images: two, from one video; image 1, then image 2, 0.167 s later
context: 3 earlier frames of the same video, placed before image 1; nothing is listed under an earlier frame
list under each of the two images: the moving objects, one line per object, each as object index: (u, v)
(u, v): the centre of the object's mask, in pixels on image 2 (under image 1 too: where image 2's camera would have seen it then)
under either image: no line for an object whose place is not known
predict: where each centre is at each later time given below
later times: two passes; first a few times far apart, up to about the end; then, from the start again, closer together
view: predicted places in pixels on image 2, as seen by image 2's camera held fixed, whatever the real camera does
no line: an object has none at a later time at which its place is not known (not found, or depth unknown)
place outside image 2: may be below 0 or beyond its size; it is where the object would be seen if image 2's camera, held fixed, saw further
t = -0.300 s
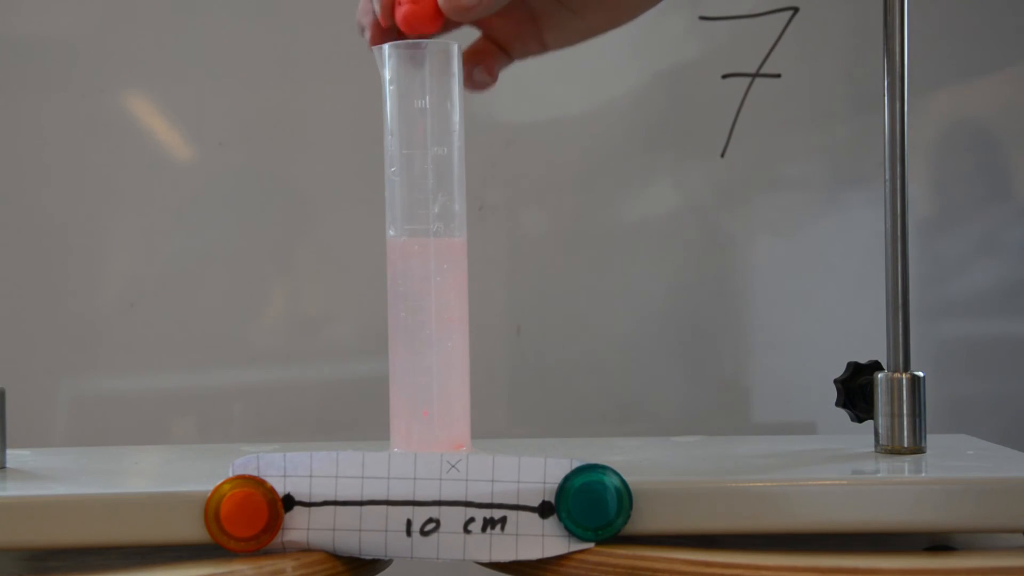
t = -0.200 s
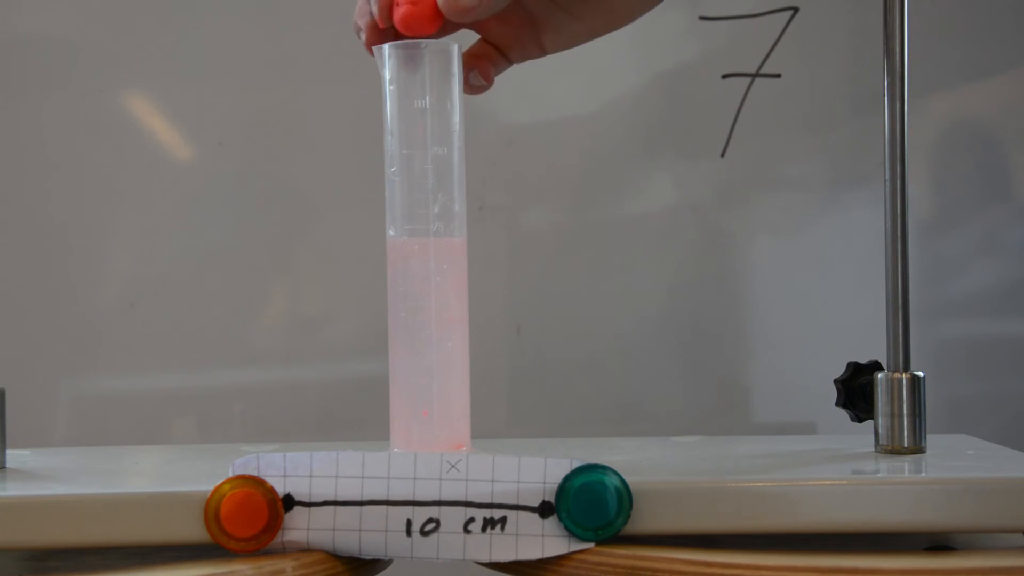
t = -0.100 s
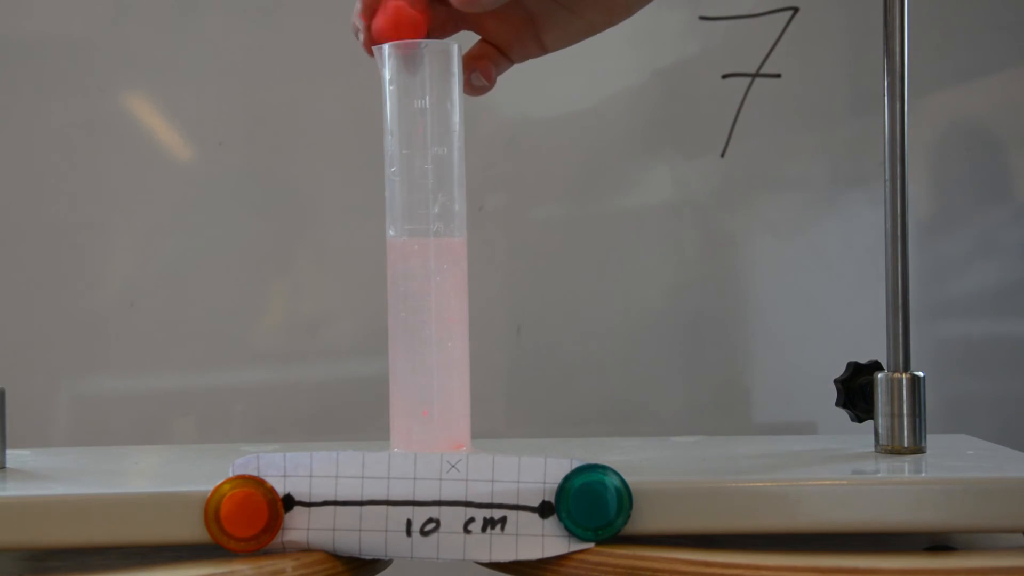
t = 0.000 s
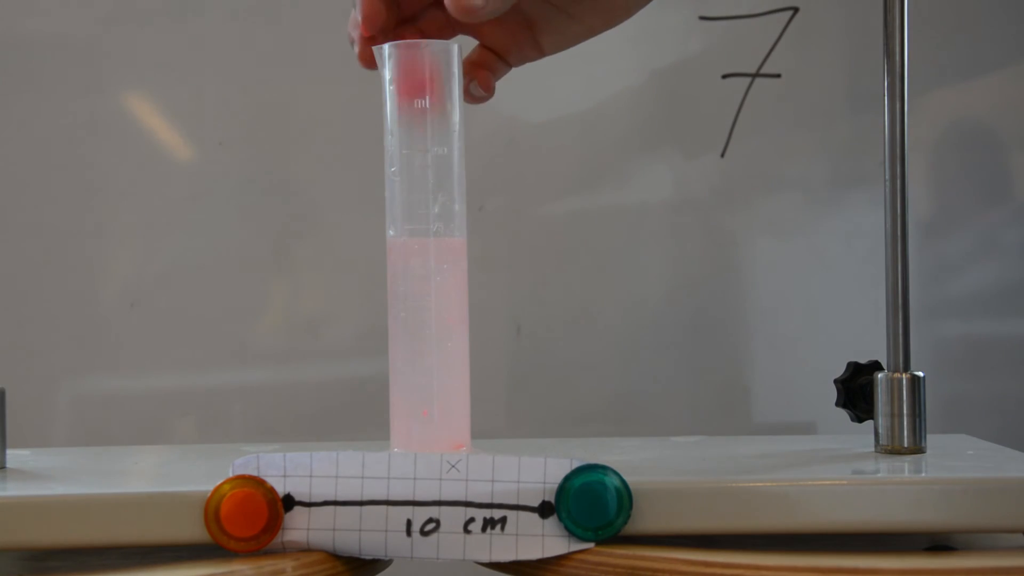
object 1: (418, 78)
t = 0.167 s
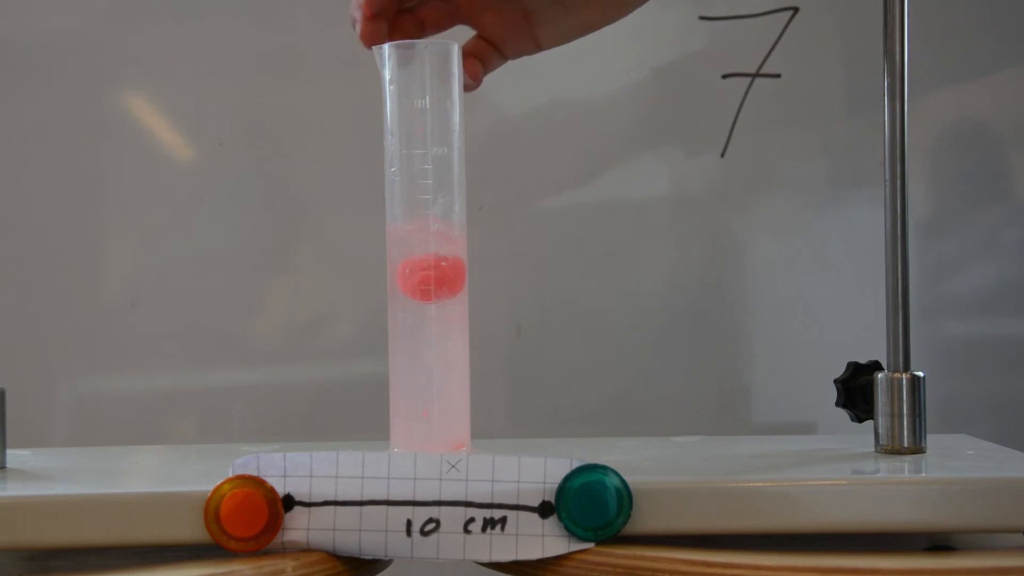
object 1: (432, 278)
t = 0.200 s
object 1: (431, 278)
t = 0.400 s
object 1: (431, 280)
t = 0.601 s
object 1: (431, 281)
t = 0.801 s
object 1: (431, 282)
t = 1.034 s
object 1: (430, 283)
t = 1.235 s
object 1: (430, 284)
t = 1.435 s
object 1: (430, 286)
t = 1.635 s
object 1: (430, 288)
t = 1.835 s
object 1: (430, 290)
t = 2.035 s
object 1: (430, 291)
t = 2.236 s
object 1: (429, 293)
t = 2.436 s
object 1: (429, 295)
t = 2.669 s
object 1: (429, 297)
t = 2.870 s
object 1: (428, 298)
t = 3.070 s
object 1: (428, 300)
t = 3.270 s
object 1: (428, 301)
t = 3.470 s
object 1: (427, 303)
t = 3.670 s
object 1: (427, 305)
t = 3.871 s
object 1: (426, 306)
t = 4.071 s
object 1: (426, 308)
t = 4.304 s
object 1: (425, 310)
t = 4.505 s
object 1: (425, 312)
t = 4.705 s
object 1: (424, 314)
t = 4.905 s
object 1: (424, 316)
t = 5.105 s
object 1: (423, 318)
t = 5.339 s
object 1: (423, 320)
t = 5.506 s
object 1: (423, 322)
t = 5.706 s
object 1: (422, 324)
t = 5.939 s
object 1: (422, 326)
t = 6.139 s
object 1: (421, 328)
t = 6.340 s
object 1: (420, 330)
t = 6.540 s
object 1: (420, 333)
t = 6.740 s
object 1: (420, 335)
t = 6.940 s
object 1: (419, 338)
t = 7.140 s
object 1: (419, 340)
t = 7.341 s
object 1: (419, 343)
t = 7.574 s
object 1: (419, 345)
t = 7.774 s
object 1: (418, 348)
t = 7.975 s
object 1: (418, 350)
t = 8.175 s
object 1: (419, 352)
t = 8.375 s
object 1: (418, 355)
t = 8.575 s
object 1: (419, 356)
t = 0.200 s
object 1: (431, 278)
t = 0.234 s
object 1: (431, 279)
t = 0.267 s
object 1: (431, 279)
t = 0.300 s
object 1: (431, 279)
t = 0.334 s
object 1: (431, 279)
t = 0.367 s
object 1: (431, 280)
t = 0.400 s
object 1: (431, 280)
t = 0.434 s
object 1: (431, 280)
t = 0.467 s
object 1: (430, 280)
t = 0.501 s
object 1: (430, 280)
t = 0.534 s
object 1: (431, 280)
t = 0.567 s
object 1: (431, 280)
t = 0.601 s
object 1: (431, 281)
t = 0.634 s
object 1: (431, 281)
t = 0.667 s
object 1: (431, 281)
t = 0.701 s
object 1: (431, 281)
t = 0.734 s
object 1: (431, 282)
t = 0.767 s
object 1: (431, 282)
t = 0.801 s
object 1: (431, 282)
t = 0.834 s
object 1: (430, 282)
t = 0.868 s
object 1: (431, 282)
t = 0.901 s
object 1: (431, 283)
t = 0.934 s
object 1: (431, 283)
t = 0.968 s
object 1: (431, 283)
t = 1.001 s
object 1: (431, 283)
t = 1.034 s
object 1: (430, 283)
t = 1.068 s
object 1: (431, 283)
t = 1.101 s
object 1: (431, 284)
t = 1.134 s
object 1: (431, 284)
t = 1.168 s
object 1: (431, 284)
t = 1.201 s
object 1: (430, 284)
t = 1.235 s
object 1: (430, 284)
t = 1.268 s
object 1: (430, 284)
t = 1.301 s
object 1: (430, 285)
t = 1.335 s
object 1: (430, 285)
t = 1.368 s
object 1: (430, 286)
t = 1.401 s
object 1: (430, 286)
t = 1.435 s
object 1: (430, 286)
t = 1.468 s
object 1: (430, 287)
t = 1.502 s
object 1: (430, 287)
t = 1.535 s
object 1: (430, 287)
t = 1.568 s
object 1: (430, 287)
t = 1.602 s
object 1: (430, 288)
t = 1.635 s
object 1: (430, 288)
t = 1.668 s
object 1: (429, 289)
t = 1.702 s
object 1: (430, 288)
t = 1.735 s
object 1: (430, 289)
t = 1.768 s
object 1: (430, 289)
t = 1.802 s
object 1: (430, 289)
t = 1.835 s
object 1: (430, 290)
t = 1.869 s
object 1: (430, 290)
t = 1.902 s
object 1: (430, 290)
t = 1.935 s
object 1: (430, 291)
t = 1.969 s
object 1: (430, 291)
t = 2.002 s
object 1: (430, 291)
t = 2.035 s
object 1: (430, 291)
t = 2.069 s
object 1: (430, 292)
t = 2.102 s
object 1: (430, 292)
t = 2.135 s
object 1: (430, 292)
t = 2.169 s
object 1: (429, 292)
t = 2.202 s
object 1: (429, 293)
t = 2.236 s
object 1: (429, 293)
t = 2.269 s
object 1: (429, 293)
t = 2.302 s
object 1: (429, 293)
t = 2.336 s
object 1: (429, 294)
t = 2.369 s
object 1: (429, 294)
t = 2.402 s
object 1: (429, 294)
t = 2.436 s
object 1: (429, 295)
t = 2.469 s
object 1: (429, 295)
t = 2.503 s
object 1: (429, 295)
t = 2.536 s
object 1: (429, 295)
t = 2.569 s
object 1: (429, 296)
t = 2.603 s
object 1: (429, 296)
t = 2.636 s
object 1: (429, 296)
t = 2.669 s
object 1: (429, 297)
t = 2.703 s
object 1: (429, 297)
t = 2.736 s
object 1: (428, 297)
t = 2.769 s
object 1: (428, 298)
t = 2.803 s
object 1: (428, 298)
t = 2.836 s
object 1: (428, 298)
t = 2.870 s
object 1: (428, 298)
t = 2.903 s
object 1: (428, 298)
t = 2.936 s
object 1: (428, 299)
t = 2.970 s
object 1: (428, 299)
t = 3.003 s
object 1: (428, 299)
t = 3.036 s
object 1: (428, 299)
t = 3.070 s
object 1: (428, 300)
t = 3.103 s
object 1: (428, 300)
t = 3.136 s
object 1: (428, 300)
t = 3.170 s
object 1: (428, 301)
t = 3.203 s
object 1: (428, 301)
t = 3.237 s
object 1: (428, 301)
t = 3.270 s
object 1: (428, 301)
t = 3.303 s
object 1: (427, 301)
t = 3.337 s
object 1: (427, 302)
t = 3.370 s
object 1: (427, 302)
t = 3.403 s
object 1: (427, 302)
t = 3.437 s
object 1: (427, 302)
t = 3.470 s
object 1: (427, 303)
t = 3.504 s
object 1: (427, 303)
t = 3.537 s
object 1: (427, 304)
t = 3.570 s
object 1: (427, 304)
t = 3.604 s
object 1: (427, 304)
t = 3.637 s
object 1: (427, 304)
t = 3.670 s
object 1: (427, 305)
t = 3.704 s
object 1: (427, 305)
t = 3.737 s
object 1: (426, 305)
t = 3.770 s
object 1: (426, 306)
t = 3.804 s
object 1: (426, 306)
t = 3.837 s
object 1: (426, 306)
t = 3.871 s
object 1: (426, 306)
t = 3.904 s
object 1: (426, 306)
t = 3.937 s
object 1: (426, 307)
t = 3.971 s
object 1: (426, 307)
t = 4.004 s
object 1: (426, 307)
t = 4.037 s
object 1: (426, 308)
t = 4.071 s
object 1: (426, 308)
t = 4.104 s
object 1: (426, 308)
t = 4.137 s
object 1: (426, 309)
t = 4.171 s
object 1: (426, 309)
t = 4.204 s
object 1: (426, 309)
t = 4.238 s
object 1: (426, 310)
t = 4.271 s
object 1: (426, 310)
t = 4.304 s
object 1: (425, 310)
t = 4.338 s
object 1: (425, 311)
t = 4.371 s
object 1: (425, 311)
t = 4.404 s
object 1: (425, 311)
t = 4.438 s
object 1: (425, 311)
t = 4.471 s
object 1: (425, 312)
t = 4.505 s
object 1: (425, 312)
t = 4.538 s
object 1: (425, 312)
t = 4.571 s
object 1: (425, 312)
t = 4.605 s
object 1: (425, 313)
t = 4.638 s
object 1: (425, 314)
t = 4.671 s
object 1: (425, 314)
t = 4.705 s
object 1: (424, 314)
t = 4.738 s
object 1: (424, 315)
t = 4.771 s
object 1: (424, 315)
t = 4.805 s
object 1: (424, 315)
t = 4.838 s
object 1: (424, 315)
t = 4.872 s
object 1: (424, 316)
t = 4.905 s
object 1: (424, 316)
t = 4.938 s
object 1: (424, 316)
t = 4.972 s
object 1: (424, 317)
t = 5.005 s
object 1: (424, 317)
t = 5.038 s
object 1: (424, 317)
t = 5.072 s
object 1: (423, 317)
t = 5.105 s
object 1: (423, 318)
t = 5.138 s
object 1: (423, 318)
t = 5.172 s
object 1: (423, 318)
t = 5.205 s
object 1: (423, 319)
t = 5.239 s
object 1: (423, 319)
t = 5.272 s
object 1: (423, 320)
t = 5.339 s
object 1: (423, 320)
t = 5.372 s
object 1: (423, 320)
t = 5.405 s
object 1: (423, 321)
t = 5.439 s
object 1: (423, 321)
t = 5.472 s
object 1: (423, 321)
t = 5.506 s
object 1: (423, 322)
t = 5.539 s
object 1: (423, 322)
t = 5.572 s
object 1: (422, 323)
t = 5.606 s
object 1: (422, 323)
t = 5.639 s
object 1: (422, 323)
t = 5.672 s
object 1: (422, 324)
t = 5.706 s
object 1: (422, 324)
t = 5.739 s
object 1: (422, 324)
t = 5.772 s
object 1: (422, 324)
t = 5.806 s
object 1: (422, 325)
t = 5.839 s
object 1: (422, 325)
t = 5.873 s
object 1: (422, 325)
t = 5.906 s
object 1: (422, 326)
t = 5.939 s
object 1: (422, 326)
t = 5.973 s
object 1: (421, 326)
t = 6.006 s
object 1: (421, 327)
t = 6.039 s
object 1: (421, 327)
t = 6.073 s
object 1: (421, 328)
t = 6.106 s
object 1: (421, 328)
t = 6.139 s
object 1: (421, 328)
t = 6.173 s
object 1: (421, 329)
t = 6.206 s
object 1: (421, 329)
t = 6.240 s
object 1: (421, 329)
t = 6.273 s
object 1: (421, 330)
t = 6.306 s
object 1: (421, 330)
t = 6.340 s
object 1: (420, 330)
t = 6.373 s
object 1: (420, 331)
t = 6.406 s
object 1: (420, 331)
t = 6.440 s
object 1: (420, 332)
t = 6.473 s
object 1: (420, 332)
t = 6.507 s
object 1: (420, 332)
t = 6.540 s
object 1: (420, 333)
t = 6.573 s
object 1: (420, 334)
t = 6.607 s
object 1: (420, 334)
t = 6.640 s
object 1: (420, 334)
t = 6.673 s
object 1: (420, 335)
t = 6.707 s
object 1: (420, 335)
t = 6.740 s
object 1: (420, 335)
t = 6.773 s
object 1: (420, 336)
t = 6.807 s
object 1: (419, 336)
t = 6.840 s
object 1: (419, 337)
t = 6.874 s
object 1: (419, 337)
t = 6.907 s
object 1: (419, 338)
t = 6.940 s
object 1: (419, 338)
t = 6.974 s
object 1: (419, 339)
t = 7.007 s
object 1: (419, 339)
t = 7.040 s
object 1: (419, 339)
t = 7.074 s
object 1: (419, 340)
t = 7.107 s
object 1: (419, 339)
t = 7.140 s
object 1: (419, 340)
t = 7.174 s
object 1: (419, 341)
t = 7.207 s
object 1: (419, 341)
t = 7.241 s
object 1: (419, 341)
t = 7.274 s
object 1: (419, 342)
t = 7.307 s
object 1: (419, 342)
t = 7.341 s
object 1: (419, 343)
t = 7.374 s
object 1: (419, 343)
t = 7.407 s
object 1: (419, 343)
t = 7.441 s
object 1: (419, 344)
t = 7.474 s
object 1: (419, 344)
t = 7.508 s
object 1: (419, 344)
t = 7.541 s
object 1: (419, 344)
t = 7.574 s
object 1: (419, 345)
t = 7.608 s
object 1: (419, 345)
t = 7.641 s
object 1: (418, 346)
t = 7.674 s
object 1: (419, 347)
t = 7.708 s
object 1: (419, 347)
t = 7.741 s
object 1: (419, 347)
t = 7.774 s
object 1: (418, 348)
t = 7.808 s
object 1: (418, 348)
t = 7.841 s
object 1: (418, 349)
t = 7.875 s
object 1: (418, 349)
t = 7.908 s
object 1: (418, 349)
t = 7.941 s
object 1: (418, 350)
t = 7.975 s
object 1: (418, 350)
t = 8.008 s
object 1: (418, 351)
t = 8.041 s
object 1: (418, 351)
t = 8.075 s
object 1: (418, 351)
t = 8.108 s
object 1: (419, 352)
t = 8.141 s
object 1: (419, 352)
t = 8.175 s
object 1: (419, 352)
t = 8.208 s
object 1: (419, 352)
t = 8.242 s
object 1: (419, 353)
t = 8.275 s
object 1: (418, 354)
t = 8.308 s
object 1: (419, 354)
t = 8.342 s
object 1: (418, 354)
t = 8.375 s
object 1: (418, 355)
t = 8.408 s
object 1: (419, 355)
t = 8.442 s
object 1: (418, 355)
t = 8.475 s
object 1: (419, 356)
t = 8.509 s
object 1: (419, 356)
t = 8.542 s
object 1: (419, 356)
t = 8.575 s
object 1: (419, 356)
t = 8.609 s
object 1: (419, 357)
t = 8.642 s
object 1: (419, 357)
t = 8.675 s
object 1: (419, 357)
